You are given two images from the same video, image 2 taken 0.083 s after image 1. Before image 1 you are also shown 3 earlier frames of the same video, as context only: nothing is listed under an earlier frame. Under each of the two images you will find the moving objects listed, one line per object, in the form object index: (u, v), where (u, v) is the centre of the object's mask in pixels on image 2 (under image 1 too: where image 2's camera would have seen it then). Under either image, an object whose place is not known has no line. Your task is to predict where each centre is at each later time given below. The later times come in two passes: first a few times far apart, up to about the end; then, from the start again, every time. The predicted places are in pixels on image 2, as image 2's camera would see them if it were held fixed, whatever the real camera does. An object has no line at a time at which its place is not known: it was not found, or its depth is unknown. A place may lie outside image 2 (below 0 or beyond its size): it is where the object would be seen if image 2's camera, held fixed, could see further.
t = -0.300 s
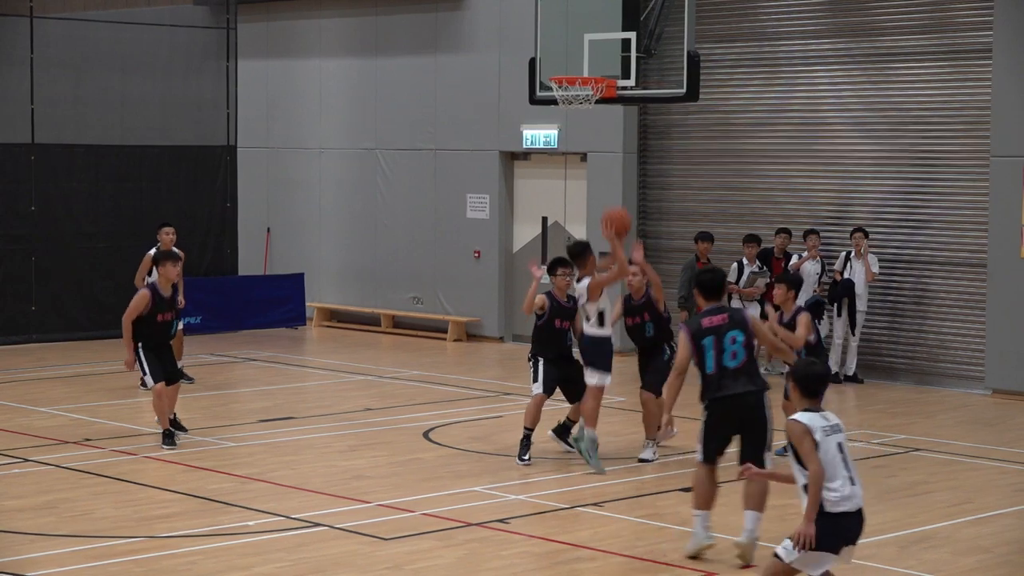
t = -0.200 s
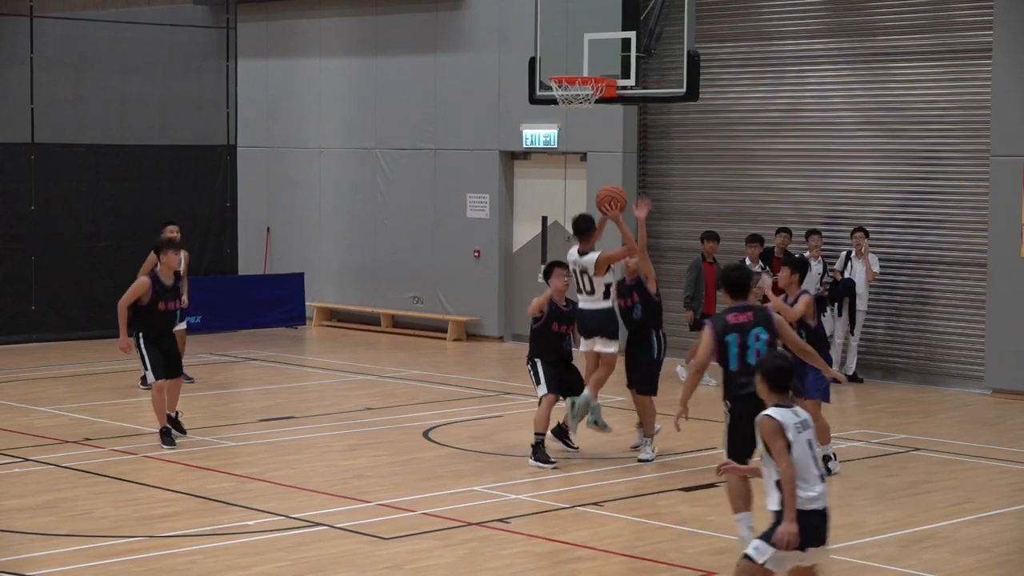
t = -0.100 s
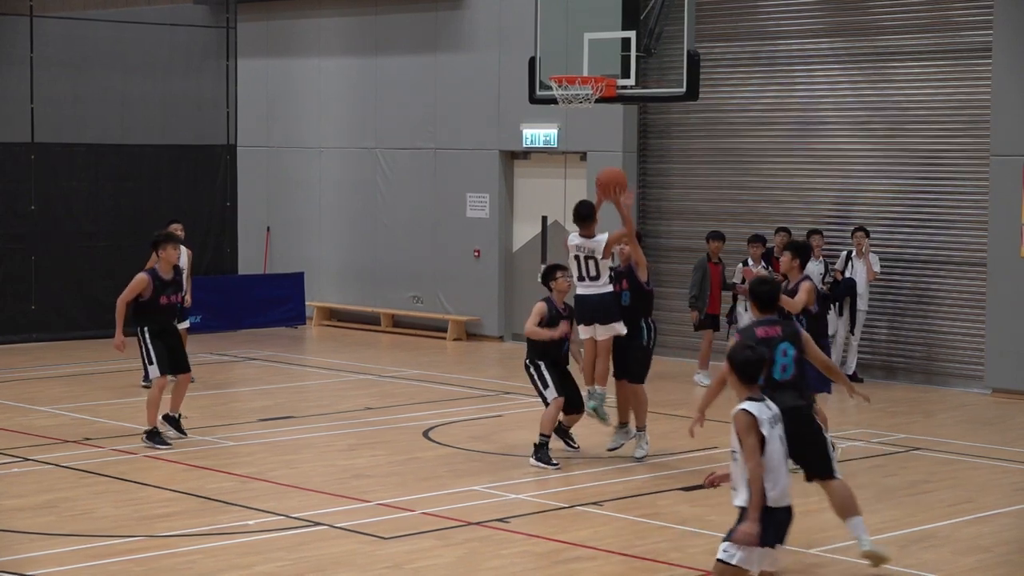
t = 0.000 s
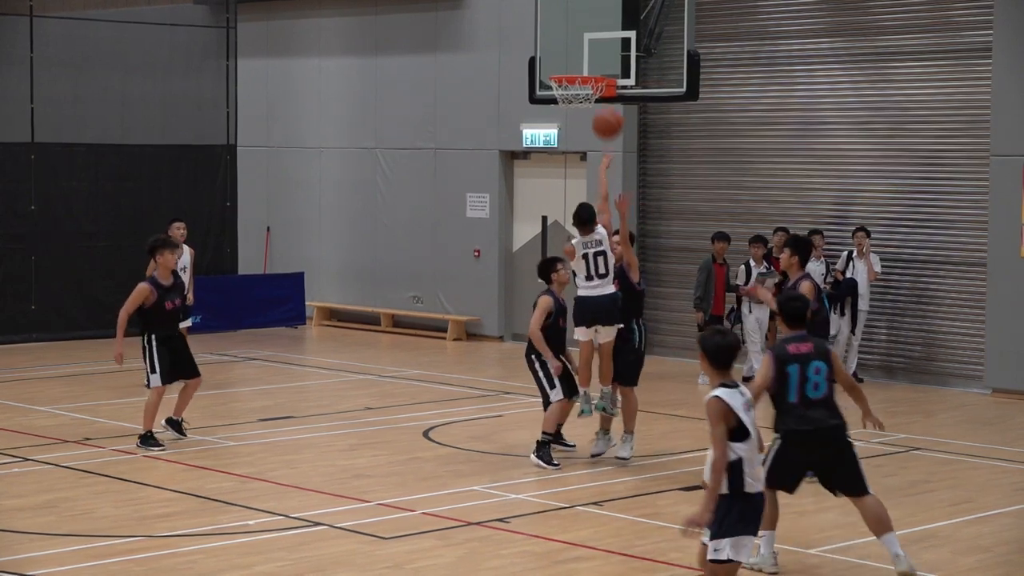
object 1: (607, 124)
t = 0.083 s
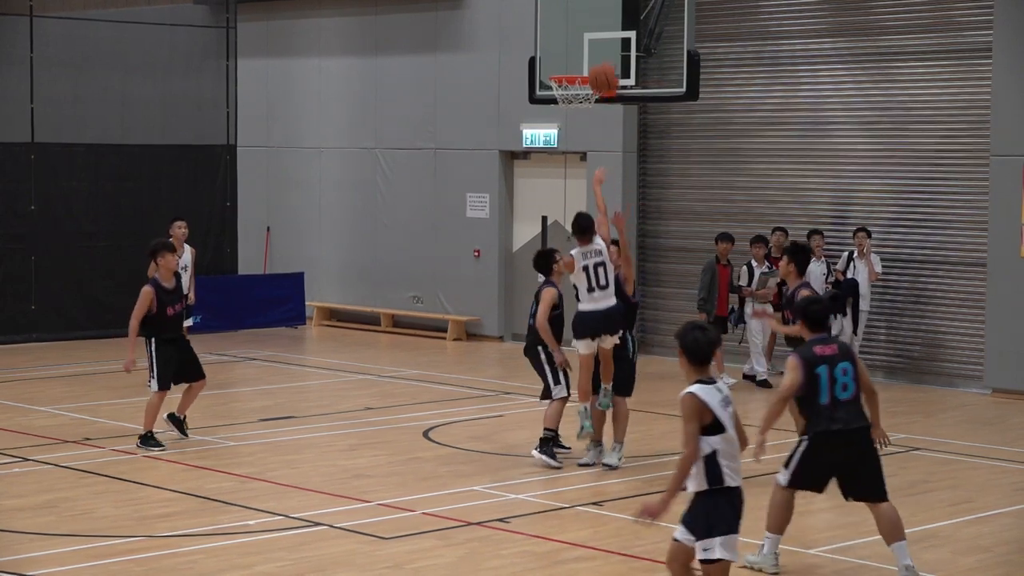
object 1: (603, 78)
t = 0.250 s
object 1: (595, 17)
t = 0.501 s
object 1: (584, 0)
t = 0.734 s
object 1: (574, 34)
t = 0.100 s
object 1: (601, 70)
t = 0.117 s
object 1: (601, 63)
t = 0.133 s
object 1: (600, 56)
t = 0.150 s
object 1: (600, 49)
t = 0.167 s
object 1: (599, 43)
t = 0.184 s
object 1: (598, 37)
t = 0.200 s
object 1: (597, 31)
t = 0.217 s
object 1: (597, 26)
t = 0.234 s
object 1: (596, 21)
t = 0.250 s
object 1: (595, 17)
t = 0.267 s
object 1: (594, 13)
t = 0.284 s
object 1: (594, 11)
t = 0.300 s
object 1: (592, 9)
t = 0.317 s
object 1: (592, 7)
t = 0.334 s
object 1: (591, 6)
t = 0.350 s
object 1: (590, 4)
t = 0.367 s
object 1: (590, 3)
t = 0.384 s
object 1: (589, 3)
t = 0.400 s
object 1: (588, 2)
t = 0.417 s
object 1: (587, 1)
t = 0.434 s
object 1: (586, 1)
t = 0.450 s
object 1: (586, 0)
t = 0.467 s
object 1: (585, 0)
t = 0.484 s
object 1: (584, 0)
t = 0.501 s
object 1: (584, 0)
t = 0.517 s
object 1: (583, 1)
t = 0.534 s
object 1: (582, 1)
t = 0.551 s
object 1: (581, 1)
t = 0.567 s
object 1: (581, 2)
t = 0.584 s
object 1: (580, 3)
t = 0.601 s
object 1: (579, 4)
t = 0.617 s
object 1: (579, 6)
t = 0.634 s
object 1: (578, 9)
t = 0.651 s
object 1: (578, 13)
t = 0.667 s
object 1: (577, 16)
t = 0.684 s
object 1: (576, 20)
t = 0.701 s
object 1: (575, 25)
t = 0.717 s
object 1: (575, 29)
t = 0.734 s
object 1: (574, 34)
